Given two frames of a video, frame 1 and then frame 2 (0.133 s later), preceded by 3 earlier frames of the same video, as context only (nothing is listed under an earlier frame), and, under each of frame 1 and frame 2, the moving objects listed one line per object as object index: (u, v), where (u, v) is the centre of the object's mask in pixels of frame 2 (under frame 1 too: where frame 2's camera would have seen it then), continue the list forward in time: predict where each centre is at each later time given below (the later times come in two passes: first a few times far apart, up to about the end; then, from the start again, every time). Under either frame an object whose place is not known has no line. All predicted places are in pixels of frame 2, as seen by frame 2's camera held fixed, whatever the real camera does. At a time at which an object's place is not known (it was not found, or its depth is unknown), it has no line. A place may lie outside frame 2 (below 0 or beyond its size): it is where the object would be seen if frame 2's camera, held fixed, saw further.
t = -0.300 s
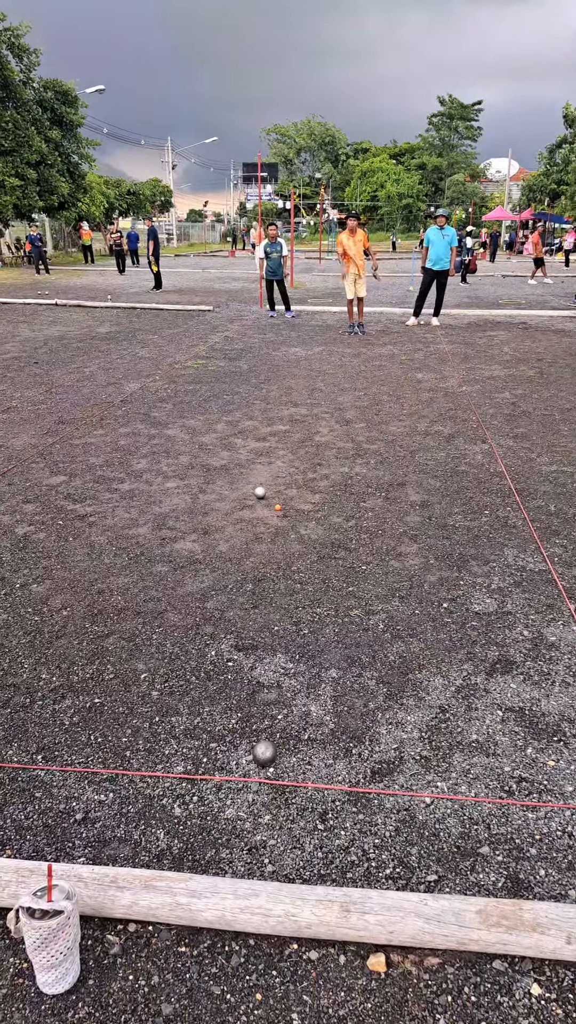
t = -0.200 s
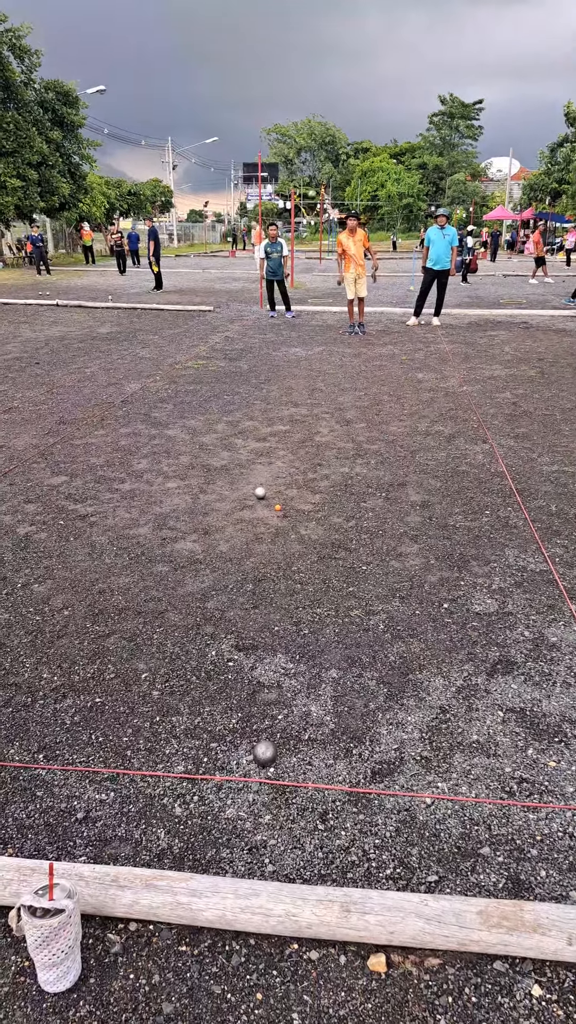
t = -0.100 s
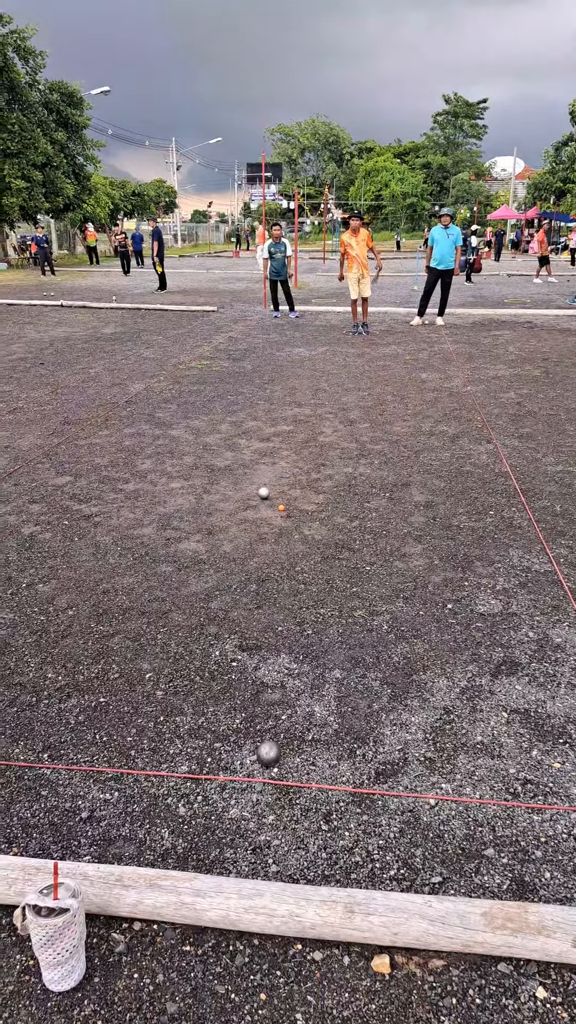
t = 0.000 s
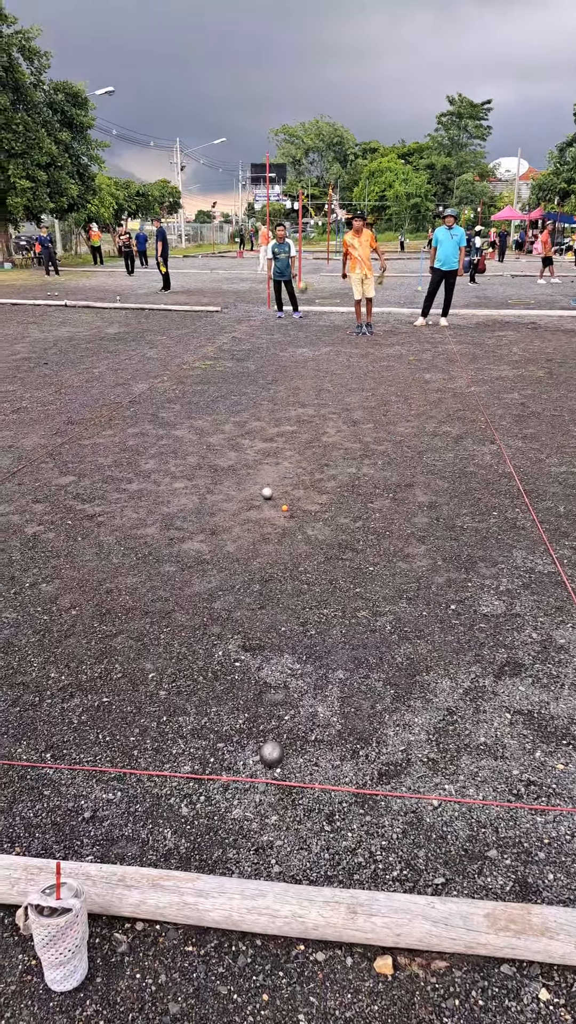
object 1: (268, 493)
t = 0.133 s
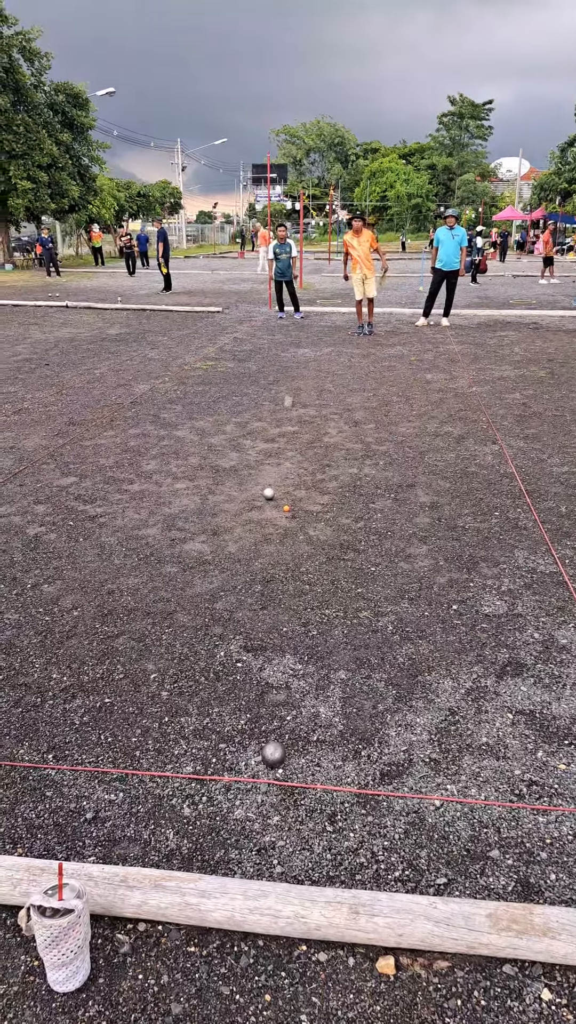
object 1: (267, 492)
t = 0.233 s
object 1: (265, 495)
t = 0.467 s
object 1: (222, 511)
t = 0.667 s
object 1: (195, 520)
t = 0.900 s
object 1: (166, 530)
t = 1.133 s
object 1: (140, 538)
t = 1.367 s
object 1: (119, 540)
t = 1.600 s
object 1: (104, 542)
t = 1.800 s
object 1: (95, 543)
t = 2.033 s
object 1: (85, 543)
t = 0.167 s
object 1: (267, 492)
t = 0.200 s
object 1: (268, 493)
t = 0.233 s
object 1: (265, 495)
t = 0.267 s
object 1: (256, 498)
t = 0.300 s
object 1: (249, 500)
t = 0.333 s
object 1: (243, 502)
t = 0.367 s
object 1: (237, 504)
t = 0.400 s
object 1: (232, 507)
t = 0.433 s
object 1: (227, 508)
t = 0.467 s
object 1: (222, 511)
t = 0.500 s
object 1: (217, 512)
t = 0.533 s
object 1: (213, 514)
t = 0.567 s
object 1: (208, 515)
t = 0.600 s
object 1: (204, 517)
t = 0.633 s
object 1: (199, 519)
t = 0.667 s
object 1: (195, 520)
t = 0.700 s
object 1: (191, 522)
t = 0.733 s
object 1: (186, 524)
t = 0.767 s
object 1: (182, 525)
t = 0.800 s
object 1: (178, 527)
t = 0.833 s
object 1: (174, 528)
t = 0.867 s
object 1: (170, 529)
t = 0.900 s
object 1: (166, 530)
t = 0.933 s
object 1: (163, 532)
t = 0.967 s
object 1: (159, 533)
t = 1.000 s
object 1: (155, 534)
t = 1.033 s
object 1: (151, 535)
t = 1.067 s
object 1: (147, 536)
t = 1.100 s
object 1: (143, 537)
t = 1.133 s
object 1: (140, 538)
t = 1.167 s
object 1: (136, 538)
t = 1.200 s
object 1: (133, 540)
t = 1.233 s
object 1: (130, 540)
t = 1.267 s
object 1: (126, 540)
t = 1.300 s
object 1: (124, 540)
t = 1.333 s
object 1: (122, 540)
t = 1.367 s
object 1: (119, 540)
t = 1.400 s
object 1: (117, 541)
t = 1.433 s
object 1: (115, 541)
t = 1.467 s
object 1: (113, 541)
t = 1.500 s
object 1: (110, 541)
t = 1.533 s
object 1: (108, 541)
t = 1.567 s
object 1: (106, 542)
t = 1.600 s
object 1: (104, 542)
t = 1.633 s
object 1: (102, 542)
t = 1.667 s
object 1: (100, 543)
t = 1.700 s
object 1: (99, 543)
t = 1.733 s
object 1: (97, 543)
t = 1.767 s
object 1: (97, 543)
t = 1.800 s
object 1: (95, 543)
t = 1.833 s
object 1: (93, 543)
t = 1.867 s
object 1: (92, 543)
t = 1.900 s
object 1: (90, 543)
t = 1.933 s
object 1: (90, 543)
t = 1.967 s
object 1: (88, 543)
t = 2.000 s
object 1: (87, 543)
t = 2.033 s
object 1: (85, 543)
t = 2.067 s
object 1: (84, 543)
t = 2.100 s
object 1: (84, 544)
